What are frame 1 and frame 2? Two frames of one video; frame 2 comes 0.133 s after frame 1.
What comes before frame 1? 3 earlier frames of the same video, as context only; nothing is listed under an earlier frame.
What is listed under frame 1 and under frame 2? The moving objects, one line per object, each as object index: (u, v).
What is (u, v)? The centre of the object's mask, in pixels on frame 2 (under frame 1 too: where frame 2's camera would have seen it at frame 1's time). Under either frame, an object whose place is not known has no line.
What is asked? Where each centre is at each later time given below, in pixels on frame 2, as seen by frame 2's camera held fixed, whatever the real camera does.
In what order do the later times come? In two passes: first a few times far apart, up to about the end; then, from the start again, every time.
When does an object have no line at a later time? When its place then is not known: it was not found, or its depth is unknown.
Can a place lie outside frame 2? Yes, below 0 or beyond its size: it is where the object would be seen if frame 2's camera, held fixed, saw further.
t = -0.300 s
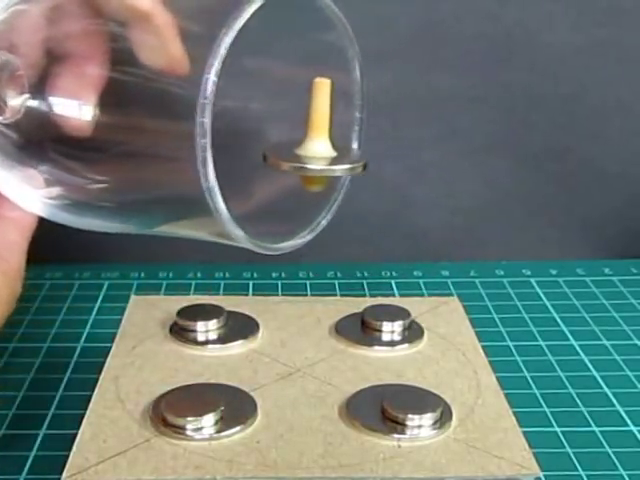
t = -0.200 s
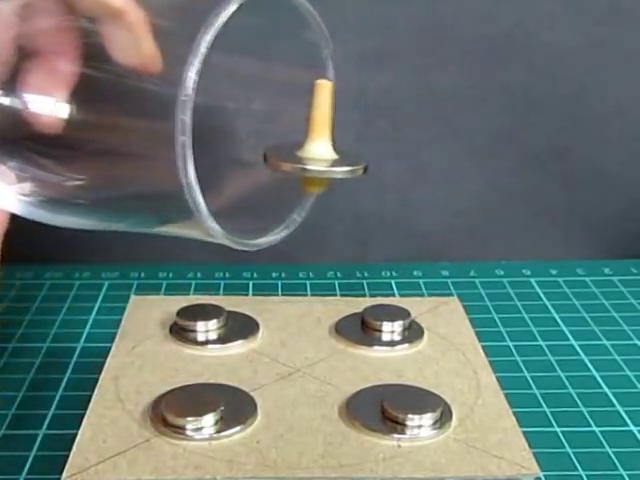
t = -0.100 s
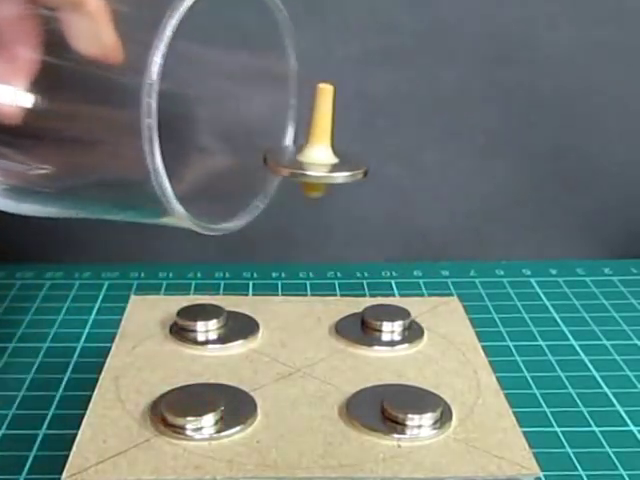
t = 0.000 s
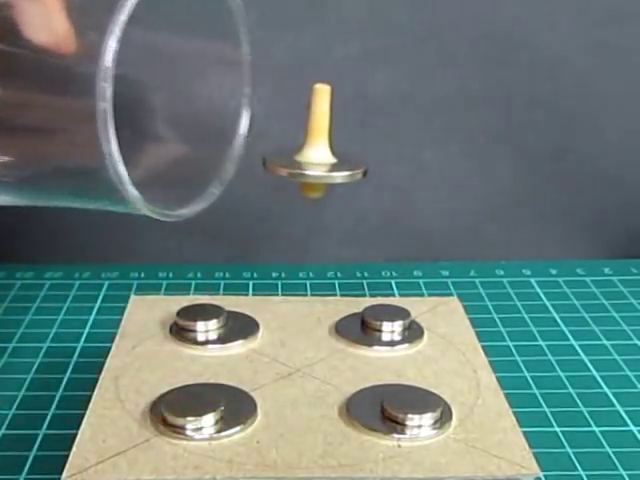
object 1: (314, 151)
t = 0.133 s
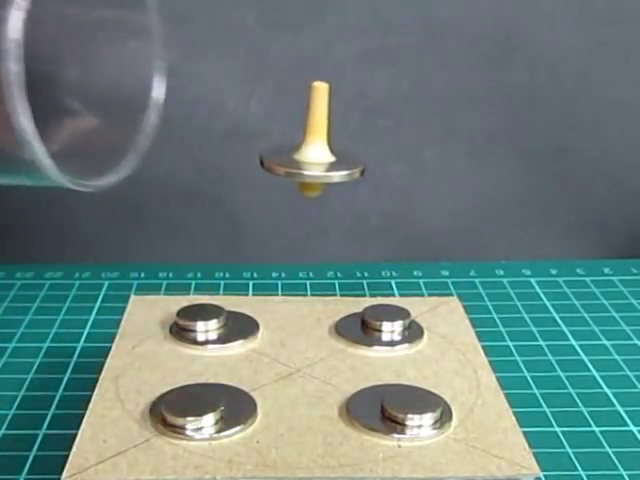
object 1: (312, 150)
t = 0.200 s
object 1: (311, 148)
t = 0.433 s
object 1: (316, 149)
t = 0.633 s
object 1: (321, 149)
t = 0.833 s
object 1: (324, 143)
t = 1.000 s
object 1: (331, 146)
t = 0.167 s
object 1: (311, 149)
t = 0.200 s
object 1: (311, 148)
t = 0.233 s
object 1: (312, 147)
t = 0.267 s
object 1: (312, 147)
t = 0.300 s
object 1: (313, 147)
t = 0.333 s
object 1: (313, 147)
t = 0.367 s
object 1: (314, 148)
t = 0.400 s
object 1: (315, 148)
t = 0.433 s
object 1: (316, 149)
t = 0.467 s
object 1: (317, 150)
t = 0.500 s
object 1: (319, 150)
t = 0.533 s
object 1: (320, 151)
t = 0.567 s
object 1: (320, 151)
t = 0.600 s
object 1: (320, 151)
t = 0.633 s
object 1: (321, 149)
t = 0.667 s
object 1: (322, 148)
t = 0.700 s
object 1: (323, 147)
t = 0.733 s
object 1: (324, 146)
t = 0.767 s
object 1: (324, 145)
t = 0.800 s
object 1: (323, 144)
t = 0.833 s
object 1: (324, 143)
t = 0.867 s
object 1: (324, 143)
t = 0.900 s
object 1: (326, 143)
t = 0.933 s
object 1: (328, 142)
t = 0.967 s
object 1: (330, 144)
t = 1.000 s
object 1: (331, 146)
